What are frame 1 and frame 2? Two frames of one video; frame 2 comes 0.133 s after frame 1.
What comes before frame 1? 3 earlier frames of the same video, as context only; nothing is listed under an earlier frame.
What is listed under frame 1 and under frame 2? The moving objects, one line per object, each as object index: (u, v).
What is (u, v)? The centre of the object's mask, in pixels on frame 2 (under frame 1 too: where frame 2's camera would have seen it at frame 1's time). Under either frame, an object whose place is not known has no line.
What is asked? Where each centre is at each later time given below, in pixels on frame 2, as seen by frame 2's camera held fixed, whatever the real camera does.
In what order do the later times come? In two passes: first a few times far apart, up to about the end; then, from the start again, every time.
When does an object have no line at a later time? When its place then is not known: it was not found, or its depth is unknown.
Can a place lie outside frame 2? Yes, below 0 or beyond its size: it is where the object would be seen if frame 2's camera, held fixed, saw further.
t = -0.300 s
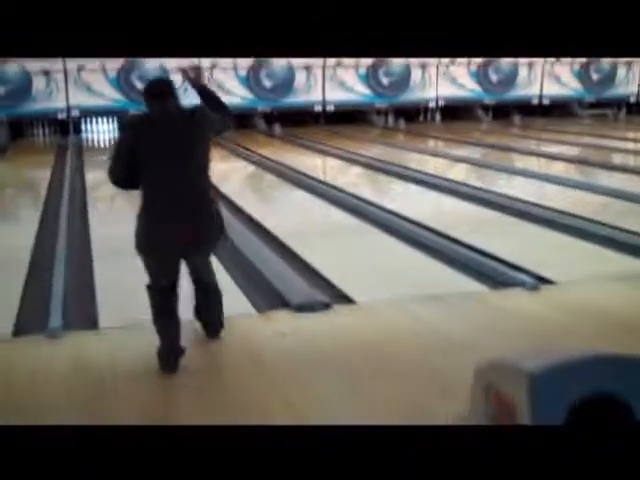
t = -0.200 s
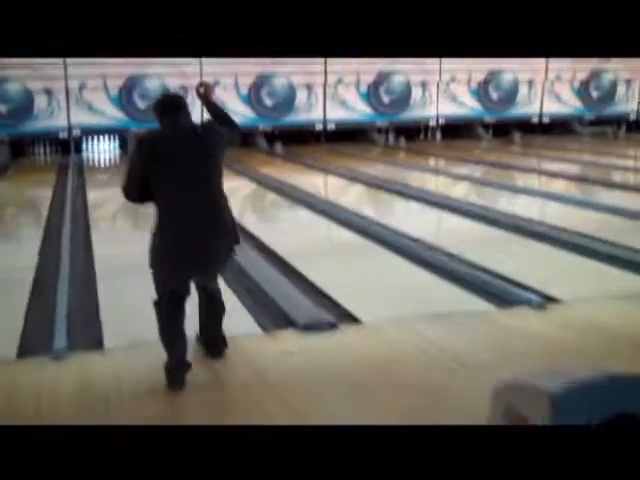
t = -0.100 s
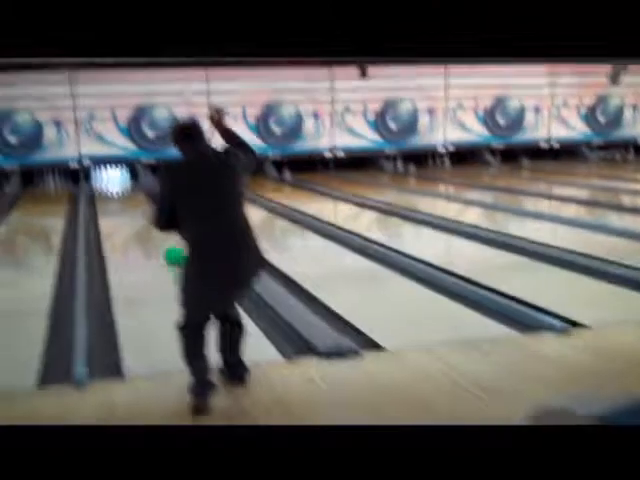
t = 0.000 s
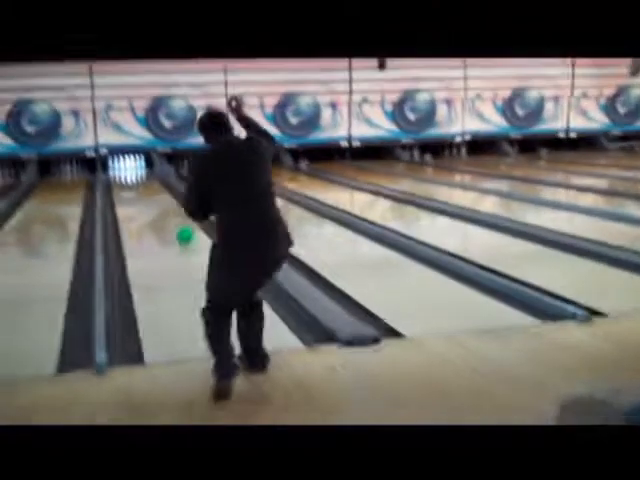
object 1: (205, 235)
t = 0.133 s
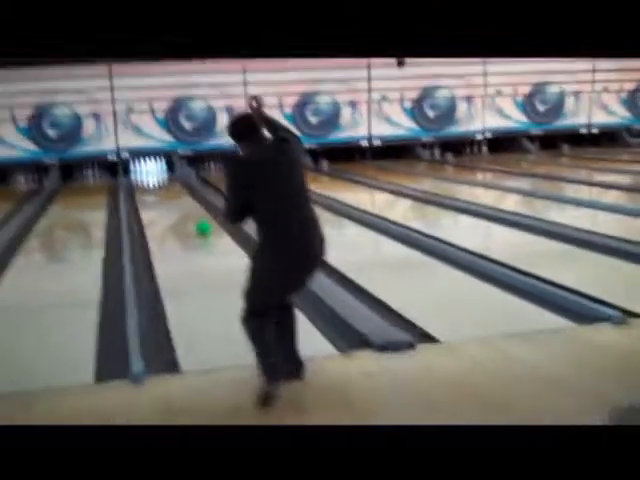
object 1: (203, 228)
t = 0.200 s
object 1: (202, 223)
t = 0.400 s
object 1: (191, 211)
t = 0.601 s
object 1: (185, 203)
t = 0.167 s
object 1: (202, 226)
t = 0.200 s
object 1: (202, 223)
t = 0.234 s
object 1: (199, 221)
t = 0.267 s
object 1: (199, 220)
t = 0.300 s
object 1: (198, 217)
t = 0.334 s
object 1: (197, 217)
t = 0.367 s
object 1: (194, 213)
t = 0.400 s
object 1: (191, 211)
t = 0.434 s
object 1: (190, 210)
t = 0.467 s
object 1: (189, 208)
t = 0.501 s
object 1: (189, 209)
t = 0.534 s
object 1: (191, 207)
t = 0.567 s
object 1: (190, 206)
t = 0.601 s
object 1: (185, 203)
